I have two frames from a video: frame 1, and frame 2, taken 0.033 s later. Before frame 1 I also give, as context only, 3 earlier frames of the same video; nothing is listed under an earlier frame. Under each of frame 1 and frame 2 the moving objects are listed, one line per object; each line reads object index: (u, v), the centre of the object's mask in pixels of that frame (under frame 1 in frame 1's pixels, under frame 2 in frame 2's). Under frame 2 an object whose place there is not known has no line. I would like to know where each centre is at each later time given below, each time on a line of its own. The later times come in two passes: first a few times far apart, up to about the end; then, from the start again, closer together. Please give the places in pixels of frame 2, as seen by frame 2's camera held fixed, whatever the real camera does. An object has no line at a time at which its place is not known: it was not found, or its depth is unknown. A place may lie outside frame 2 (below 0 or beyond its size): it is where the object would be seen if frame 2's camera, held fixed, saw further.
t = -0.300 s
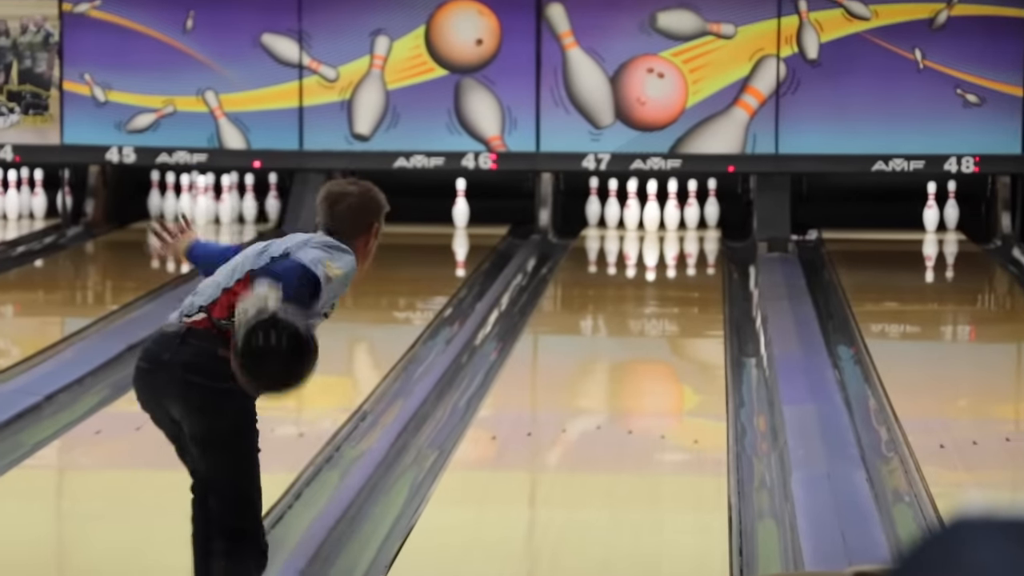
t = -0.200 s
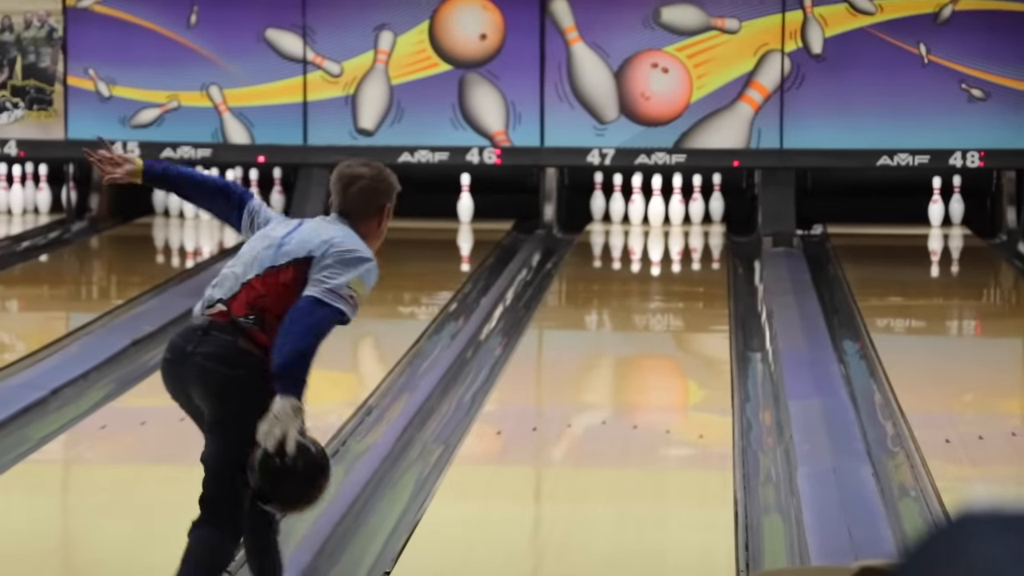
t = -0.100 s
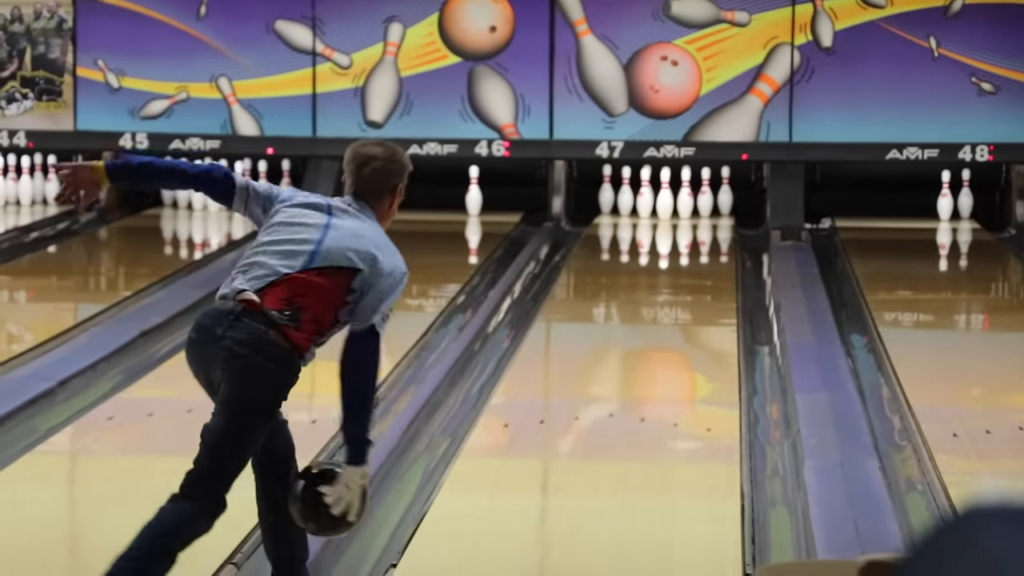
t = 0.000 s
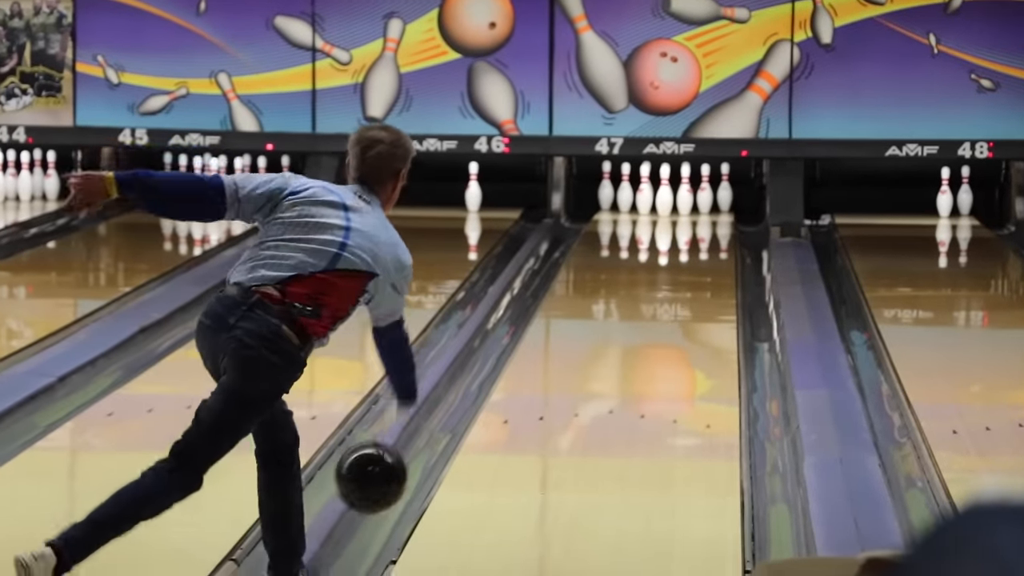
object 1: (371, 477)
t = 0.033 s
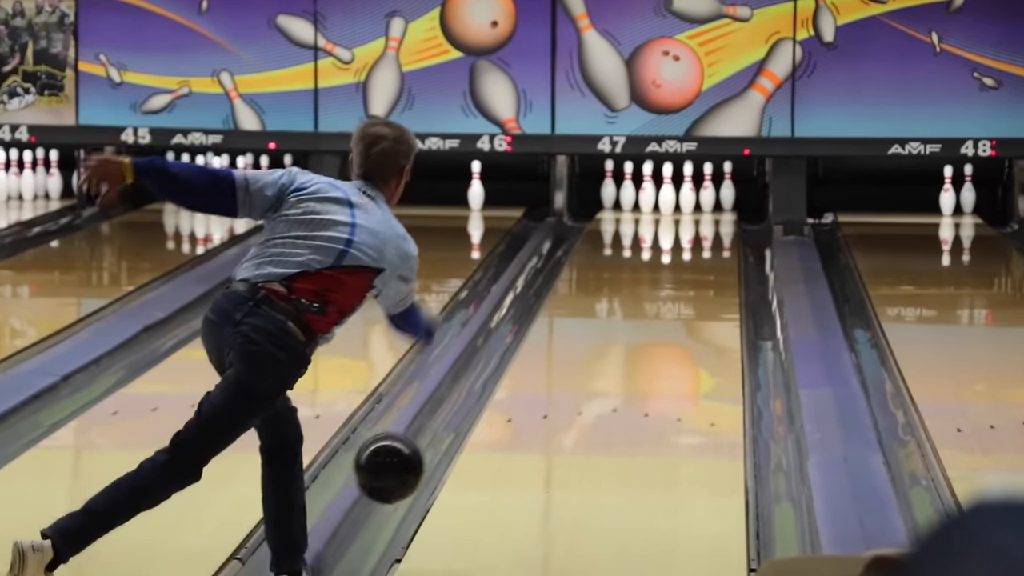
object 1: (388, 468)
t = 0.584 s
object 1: (546, 402)
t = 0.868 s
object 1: (595, 356)
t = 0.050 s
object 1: (392, 464)
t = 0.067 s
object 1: (398, 462)
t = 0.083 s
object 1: (404, 461)
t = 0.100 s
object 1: (411, 461)
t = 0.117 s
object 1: (418, 463)
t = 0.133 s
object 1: (424, 465)
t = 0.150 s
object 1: (429, 467)
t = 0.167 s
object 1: (434, 471)
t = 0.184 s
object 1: (440, 474)
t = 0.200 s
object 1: (446, 479)
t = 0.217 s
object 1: (451, 484)
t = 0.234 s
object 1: (457, 479)
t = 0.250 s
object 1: (462, 476)
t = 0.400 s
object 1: (504, 440)
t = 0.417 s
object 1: (508, 436)
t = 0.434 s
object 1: (512, 432)
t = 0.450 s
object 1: (516, 428)
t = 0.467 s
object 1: (520, 425)
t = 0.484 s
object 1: (524, 421)
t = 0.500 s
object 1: (528, 418)
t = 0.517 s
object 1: (531, 414)
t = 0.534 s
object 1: (535, 411)
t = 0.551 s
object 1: (538, 408)
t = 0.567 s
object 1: (542, 405)
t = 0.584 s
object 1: (546, 402)
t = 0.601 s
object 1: (549, 398)
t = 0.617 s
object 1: (552, 395)
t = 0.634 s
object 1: (556, 393)
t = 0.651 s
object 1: (559, 390)
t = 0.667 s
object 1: (562, 387)
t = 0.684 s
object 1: (565, 384)
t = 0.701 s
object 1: (568, 381)
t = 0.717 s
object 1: (571, 378)
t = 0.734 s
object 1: (574, 375)
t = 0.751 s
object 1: (577, 372)
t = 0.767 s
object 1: (579, 370)
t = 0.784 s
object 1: (582, 368)
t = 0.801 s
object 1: (585, 365)
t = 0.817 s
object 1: (588, 363)
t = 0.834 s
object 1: (590, 361)
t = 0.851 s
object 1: (593, 358)
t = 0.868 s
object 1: (595, 356)
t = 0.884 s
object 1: (598, 354)
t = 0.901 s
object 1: (600, 351)
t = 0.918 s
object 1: (603, 349)
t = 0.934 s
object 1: (605, 347)
